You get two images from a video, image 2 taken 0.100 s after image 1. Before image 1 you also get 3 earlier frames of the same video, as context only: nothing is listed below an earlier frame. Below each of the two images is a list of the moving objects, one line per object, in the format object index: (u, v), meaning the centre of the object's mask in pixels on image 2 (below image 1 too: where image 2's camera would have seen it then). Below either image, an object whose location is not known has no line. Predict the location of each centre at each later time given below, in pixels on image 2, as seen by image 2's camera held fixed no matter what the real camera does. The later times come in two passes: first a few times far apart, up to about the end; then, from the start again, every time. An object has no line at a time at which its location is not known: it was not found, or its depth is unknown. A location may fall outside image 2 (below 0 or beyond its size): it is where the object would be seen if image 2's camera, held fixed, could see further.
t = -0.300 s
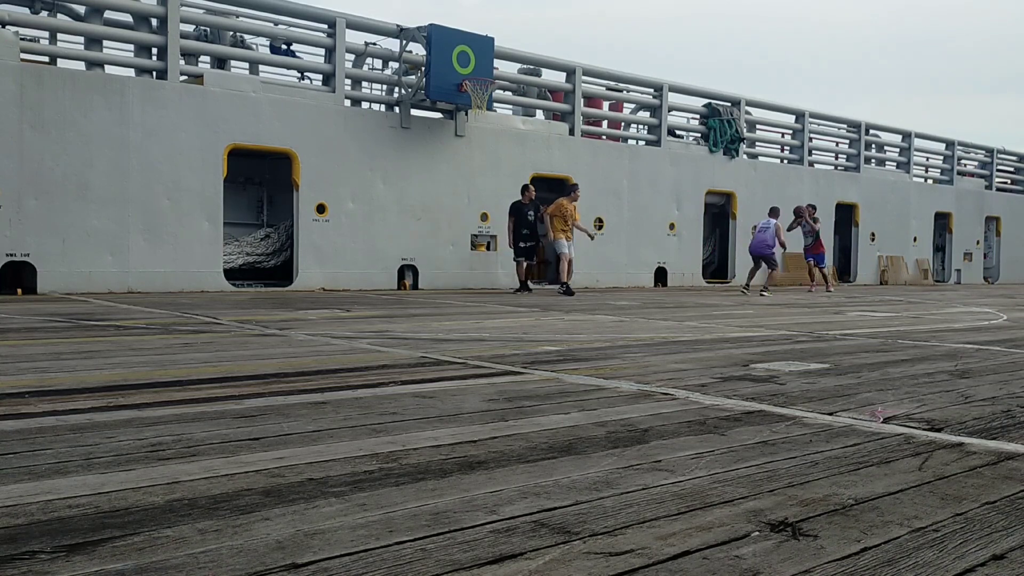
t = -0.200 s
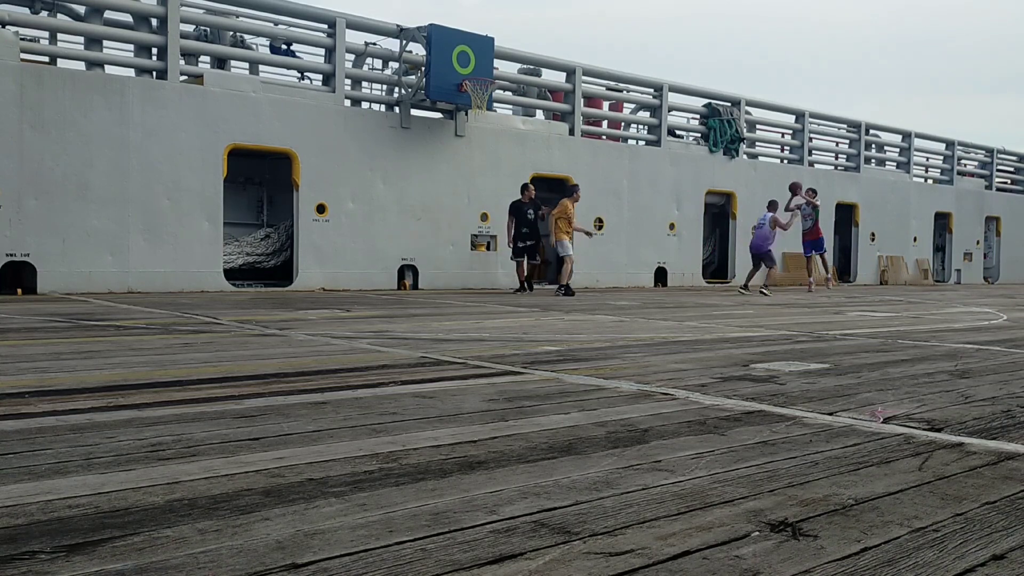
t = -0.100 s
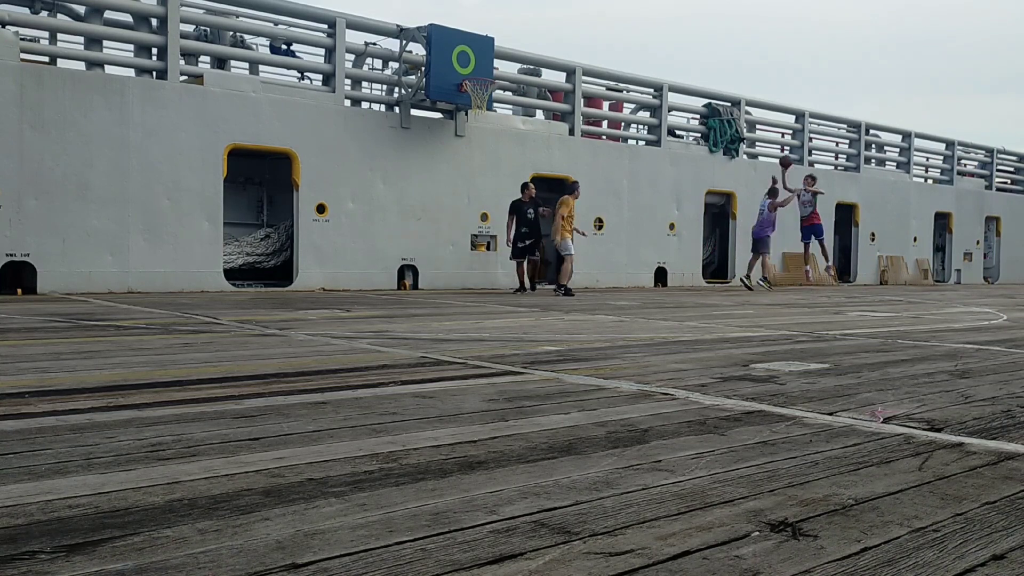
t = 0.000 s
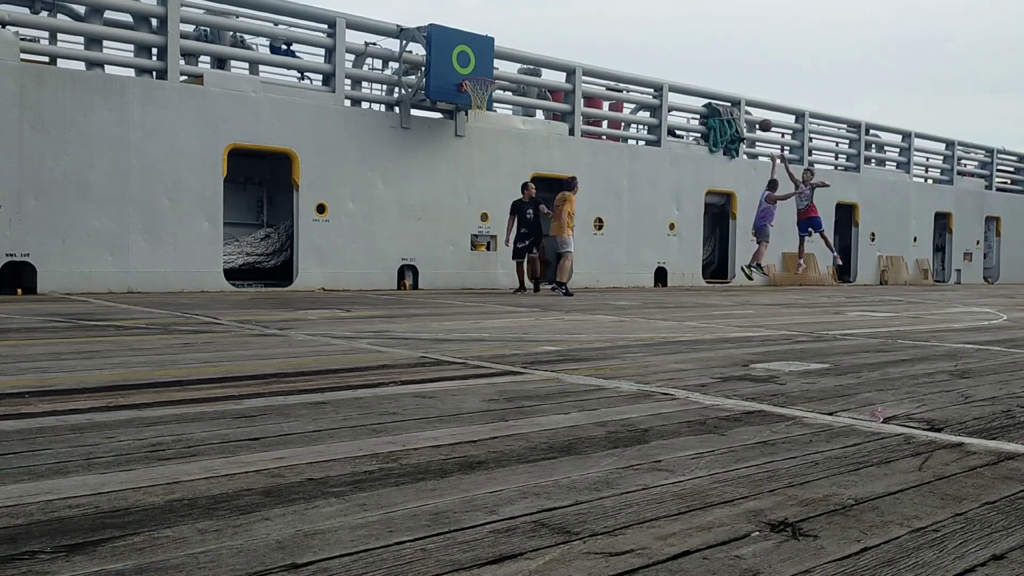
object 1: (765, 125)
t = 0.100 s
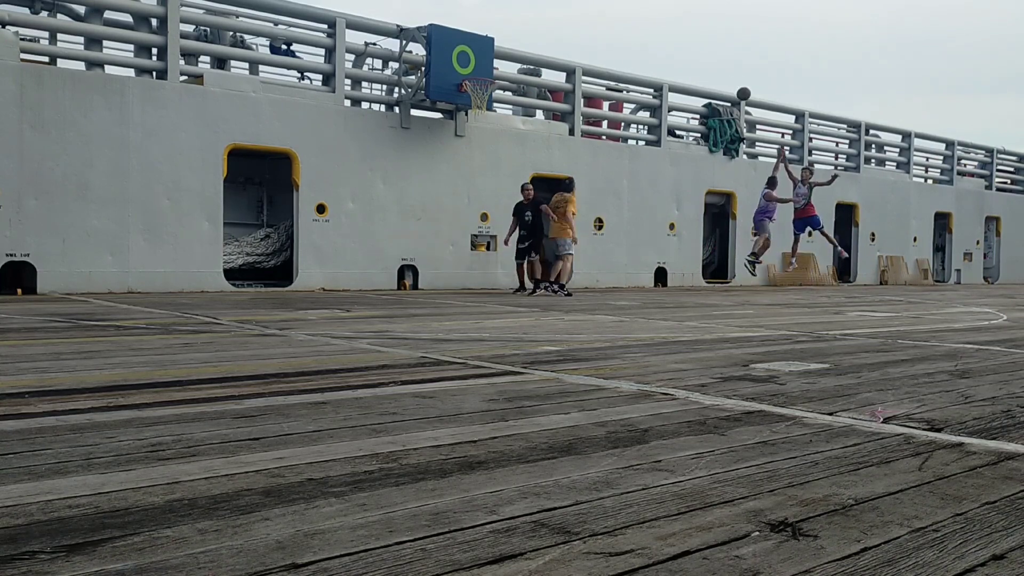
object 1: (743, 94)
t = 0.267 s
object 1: (706, 51)
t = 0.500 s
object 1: (650, 16)
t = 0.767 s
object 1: (582, 14)
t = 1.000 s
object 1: (516, 50)
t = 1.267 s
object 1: (486, 85)
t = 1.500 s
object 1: (472, 99)
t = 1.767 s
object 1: (462, 122)
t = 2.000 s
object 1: (452, 182)
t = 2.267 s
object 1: (442, 279)
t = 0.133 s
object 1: (736, 84)
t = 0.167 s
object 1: (729, 75)
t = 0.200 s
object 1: (721, 67)
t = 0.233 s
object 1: (714, 59)
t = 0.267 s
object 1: (706, 51)
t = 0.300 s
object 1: (699, 44)
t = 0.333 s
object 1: (691, 38)
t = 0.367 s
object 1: (683, 33)
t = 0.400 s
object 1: (675, 28)
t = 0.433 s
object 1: (667, 24)
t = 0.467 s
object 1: (659, 20)
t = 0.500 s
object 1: (650, 16)
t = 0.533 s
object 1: (642, 14)
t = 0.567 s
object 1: (634, 12)
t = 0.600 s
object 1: (625, 10)
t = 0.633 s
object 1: (617, 10)
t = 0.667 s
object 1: (608, 10)
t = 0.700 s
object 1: (600, 10)
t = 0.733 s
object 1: (591, 12)
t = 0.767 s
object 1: (582, 14)
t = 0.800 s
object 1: (572, 17)
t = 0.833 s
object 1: (563, 21)
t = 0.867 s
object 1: (554, 25)
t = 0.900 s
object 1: (544, 30)
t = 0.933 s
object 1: (535, 36)
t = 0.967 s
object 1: (525, 43)
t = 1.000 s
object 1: (516, 50)
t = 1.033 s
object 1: (505, 58)
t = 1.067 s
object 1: (496, 67)
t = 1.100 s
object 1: (487, 74)
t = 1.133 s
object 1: (479, 76)
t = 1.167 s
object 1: (472, 79)
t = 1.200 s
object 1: (475, 81)
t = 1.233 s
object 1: (482, 83)
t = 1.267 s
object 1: (486, 85)
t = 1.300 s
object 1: (486, 86)
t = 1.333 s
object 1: (482, 90)
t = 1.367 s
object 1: (478, 88)
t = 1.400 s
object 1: (476, 99)
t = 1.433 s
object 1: (475, 102)
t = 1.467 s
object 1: (474, 100)
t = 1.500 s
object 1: (472, 99)
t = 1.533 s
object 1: (471, 99)
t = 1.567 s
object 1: (469, 101)
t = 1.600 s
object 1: (468, 102)
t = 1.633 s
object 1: (467, 104)
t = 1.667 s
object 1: (466, 108)
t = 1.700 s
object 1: (464, 111)
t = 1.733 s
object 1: (463, 116)
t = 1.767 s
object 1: (462, 122)
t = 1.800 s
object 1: (460, 129)
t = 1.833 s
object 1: (459, 136)
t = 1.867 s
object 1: (458, 144)
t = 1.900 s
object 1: (456, 152)
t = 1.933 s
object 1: (455, 162)
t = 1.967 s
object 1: (454, 172)
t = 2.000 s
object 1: (452, 182)
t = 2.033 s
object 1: (451, 194)
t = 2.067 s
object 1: (450, 206)
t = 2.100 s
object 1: (448, 219)
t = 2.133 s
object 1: (447, 233)
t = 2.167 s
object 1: (445, 248)
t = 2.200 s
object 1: (444, 263)
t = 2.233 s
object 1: (442, 280)
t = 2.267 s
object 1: (442, 279)
